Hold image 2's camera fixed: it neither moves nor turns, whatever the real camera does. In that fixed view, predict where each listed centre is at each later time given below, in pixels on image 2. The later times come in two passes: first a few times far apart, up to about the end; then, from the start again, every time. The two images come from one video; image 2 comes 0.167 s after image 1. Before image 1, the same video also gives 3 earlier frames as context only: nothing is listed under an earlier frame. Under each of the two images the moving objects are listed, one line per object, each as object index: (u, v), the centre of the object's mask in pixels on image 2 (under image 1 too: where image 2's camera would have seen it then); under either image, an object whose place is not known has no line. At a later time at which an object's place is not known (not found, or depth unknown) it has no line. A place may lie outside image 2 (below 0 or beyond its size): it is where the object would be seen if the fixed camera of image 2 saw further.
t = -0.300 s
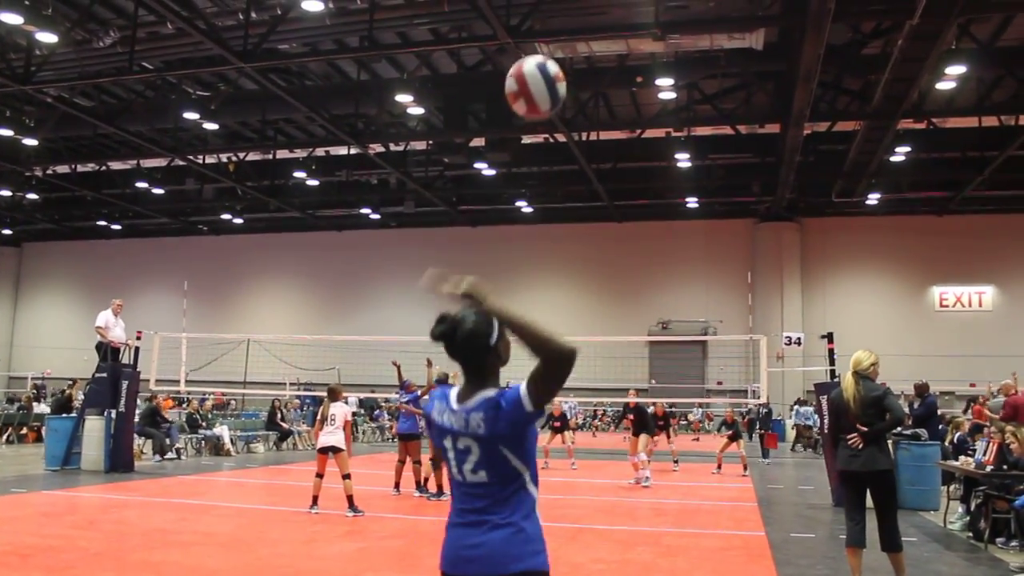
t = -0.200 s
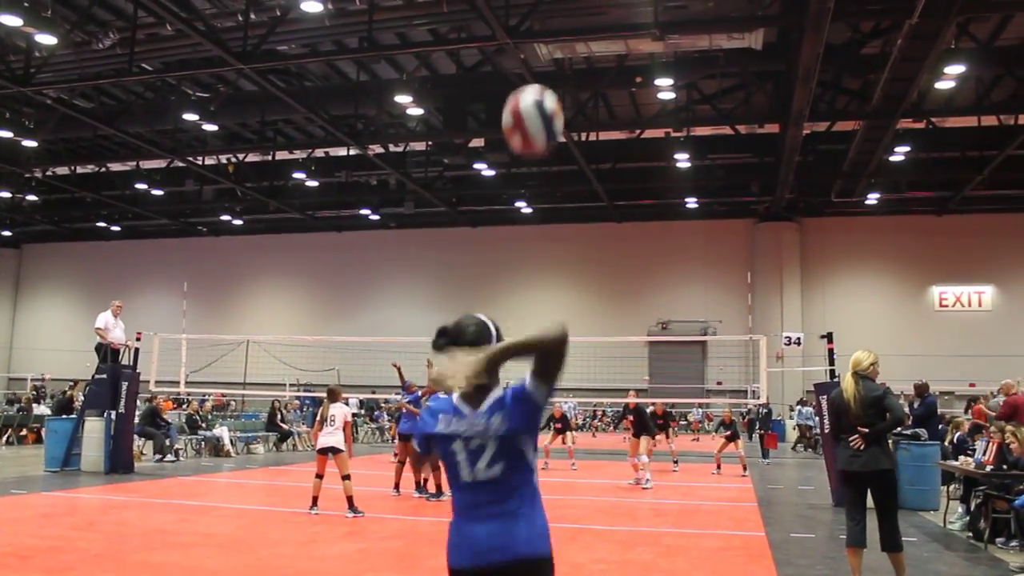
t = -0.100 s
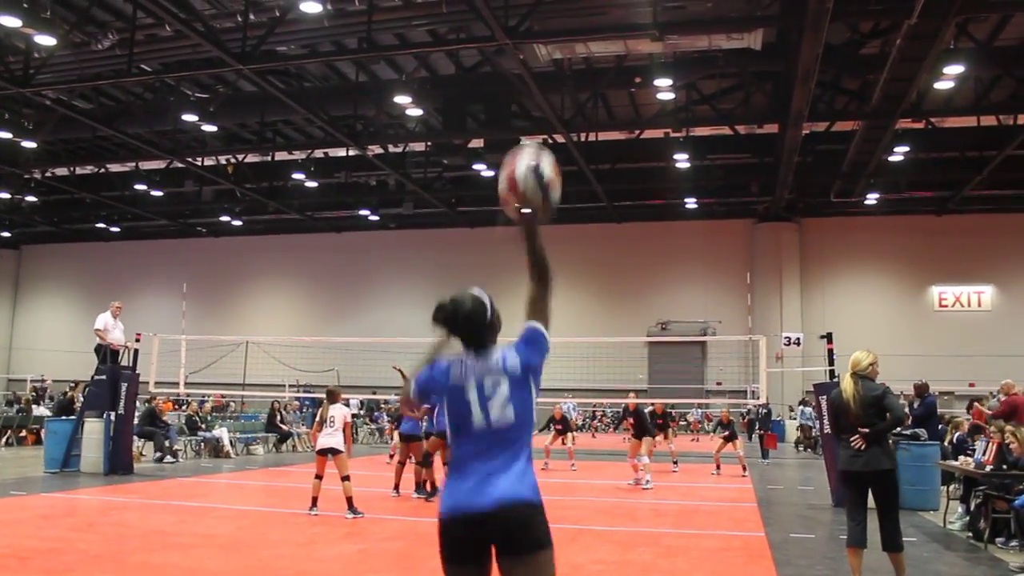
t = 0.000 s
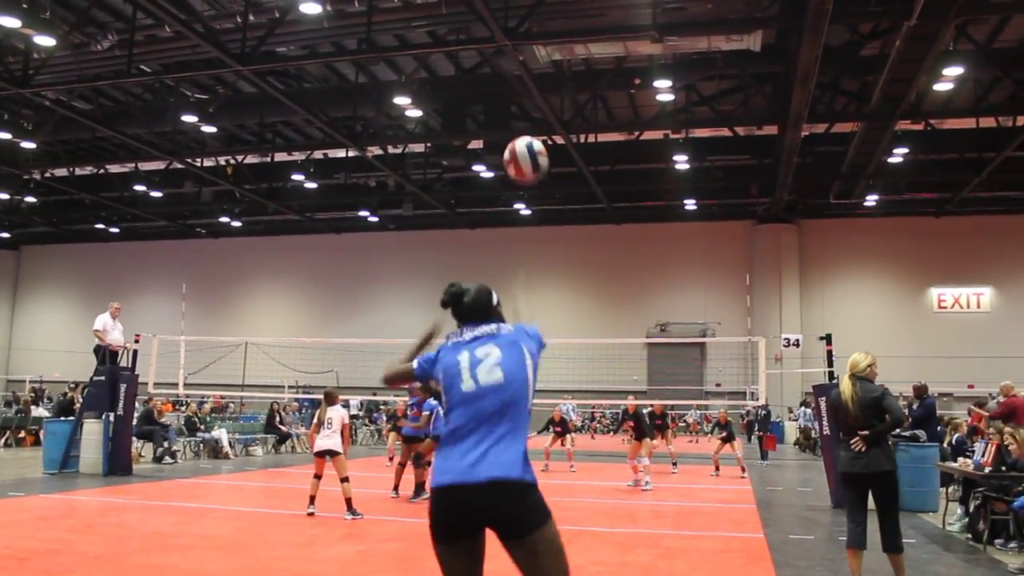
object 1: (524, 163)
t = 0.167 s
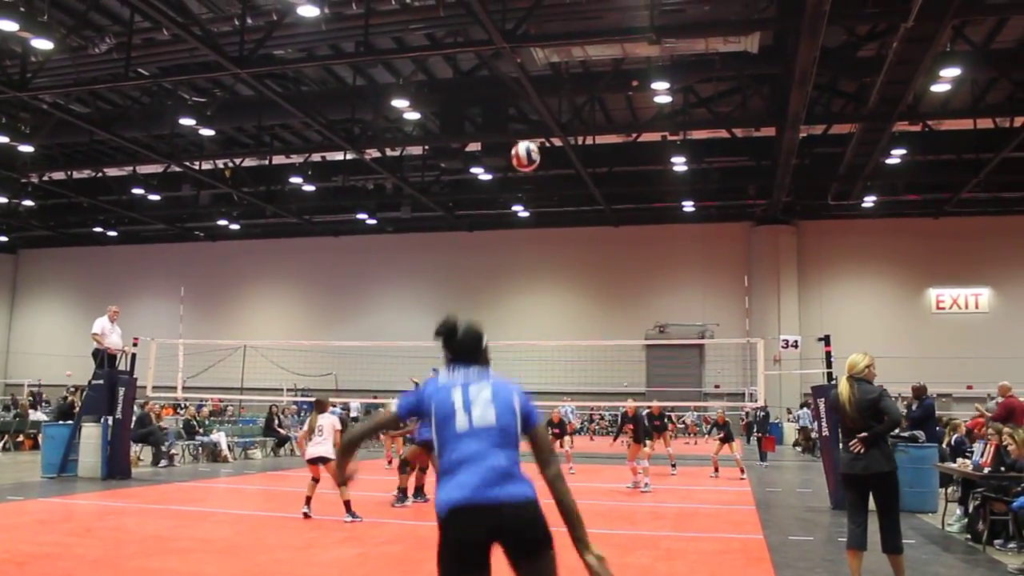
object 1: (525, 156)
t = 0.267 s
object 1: (530, 169)
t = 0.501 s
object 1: (543, 216)
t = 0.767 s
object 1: (558, 280)
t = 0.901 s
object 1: (564, 318)
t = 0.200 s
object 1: (526, 159)
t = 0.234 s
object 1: (528, 164)
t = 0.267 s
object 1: (530, 169)
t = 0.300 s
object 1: (531, 175)
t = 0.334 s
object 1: (533, 181)
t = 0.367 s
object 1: (535, 187)
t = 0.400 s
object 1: (537, 194)
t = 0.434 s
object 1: (538, 200)
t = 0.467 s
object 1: (540, 208)
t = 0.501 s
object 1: (543, 216)
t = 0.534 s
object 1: (544, 223)
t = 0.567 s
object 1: (546, 231)
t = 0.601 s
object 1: (548, 239)
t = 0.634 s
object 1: (550, 247)
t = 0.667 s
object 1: (551, 255)
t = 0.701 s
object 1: (554, 263)
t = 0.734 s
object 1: (555, 271)
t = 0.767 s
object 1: (558, 280)
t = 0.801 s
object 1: (559, 290)
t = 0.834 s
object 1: (561, 299)
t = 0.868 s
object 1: (562, 309)
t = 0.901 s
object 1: (564, 318)
